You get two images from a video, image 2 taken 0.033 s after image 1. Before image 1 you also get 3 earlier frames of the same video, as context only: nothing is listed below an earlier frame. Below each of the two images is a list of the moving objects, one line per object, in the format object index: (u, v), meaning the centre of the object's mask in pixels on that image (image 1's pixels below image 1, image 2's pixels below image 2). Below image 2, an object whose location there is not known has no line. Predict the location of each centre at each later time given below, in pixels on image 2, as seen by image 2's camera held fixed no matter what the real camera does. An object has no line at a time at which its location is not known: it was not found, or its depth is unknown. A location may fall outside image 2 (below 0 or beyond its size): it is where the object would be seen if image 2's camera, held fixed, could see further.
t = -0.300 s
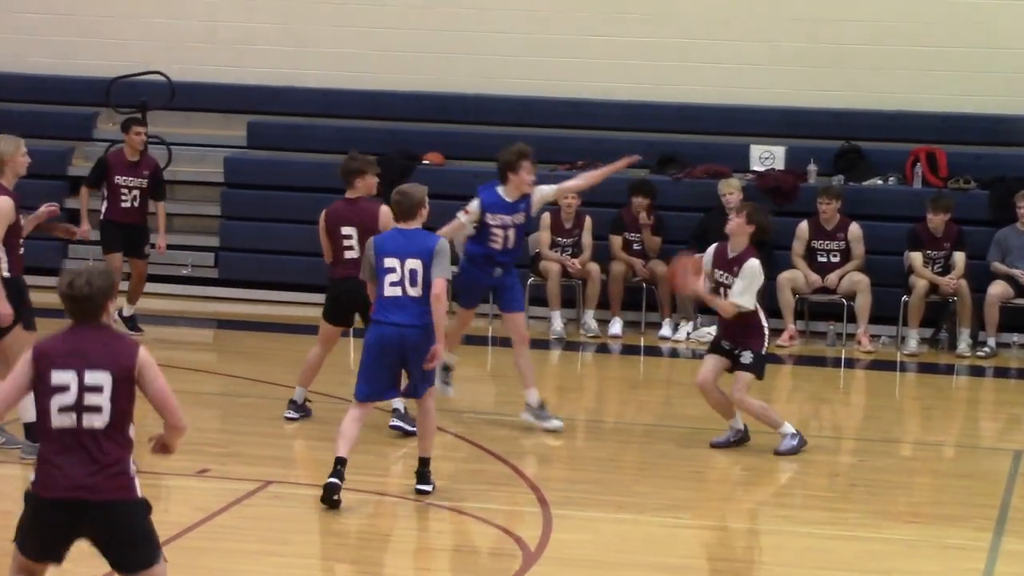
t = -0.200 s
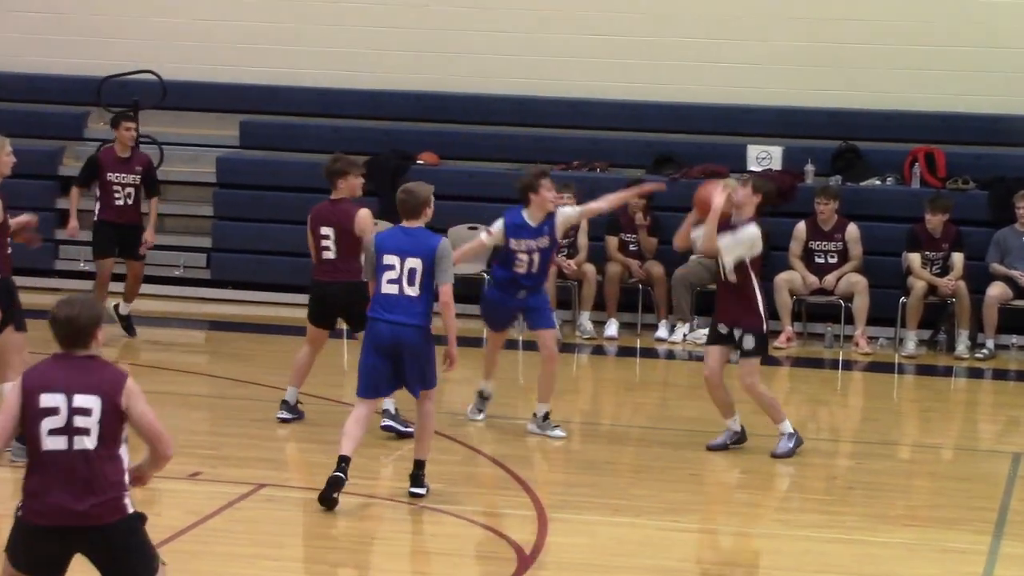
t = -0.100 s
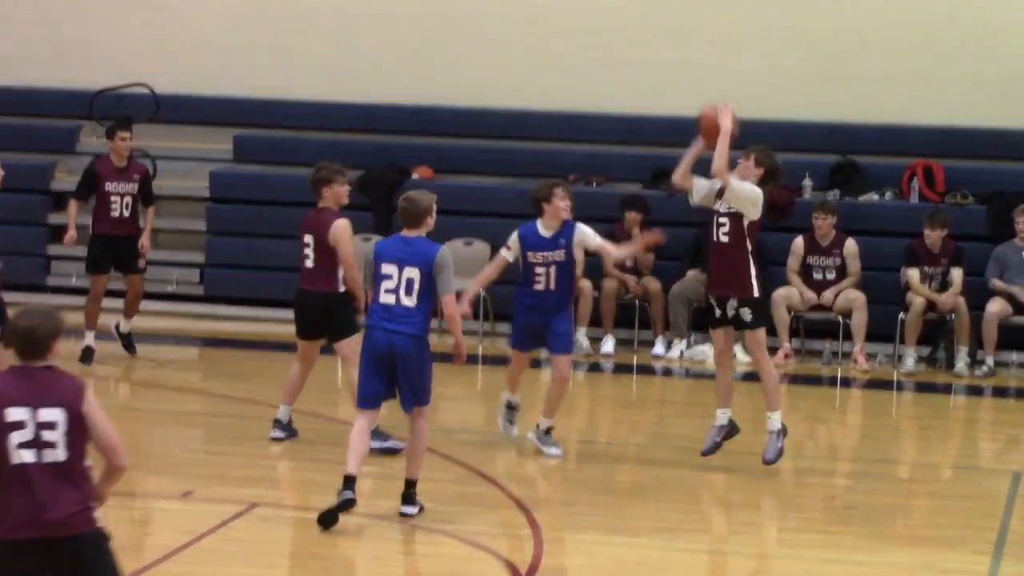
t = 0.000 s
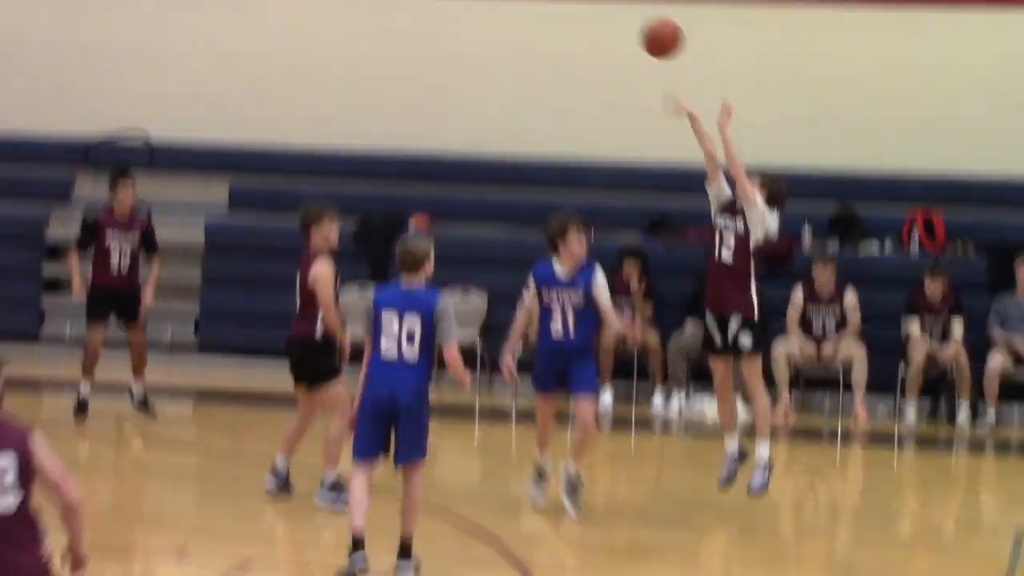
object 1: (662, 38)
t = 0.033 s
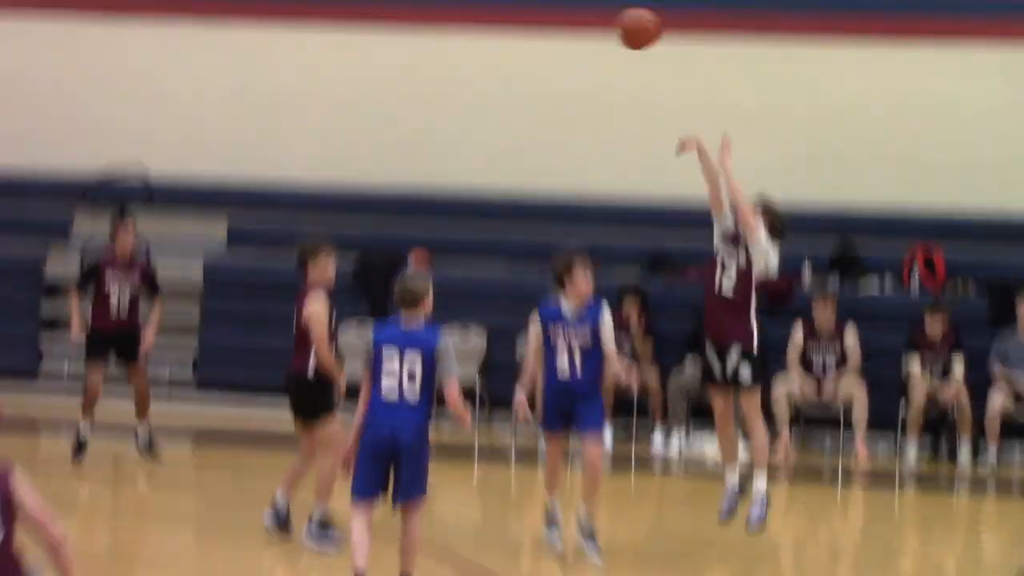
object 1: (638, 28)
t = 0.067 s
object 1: (613, -16)
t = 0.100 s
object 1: (587, -60)
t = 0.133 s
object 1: (560, -107)
